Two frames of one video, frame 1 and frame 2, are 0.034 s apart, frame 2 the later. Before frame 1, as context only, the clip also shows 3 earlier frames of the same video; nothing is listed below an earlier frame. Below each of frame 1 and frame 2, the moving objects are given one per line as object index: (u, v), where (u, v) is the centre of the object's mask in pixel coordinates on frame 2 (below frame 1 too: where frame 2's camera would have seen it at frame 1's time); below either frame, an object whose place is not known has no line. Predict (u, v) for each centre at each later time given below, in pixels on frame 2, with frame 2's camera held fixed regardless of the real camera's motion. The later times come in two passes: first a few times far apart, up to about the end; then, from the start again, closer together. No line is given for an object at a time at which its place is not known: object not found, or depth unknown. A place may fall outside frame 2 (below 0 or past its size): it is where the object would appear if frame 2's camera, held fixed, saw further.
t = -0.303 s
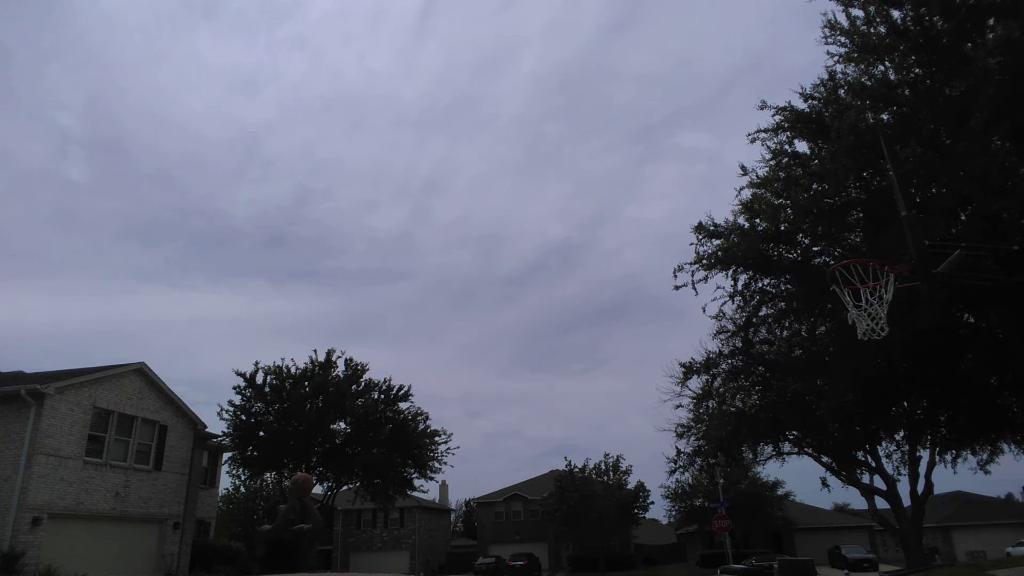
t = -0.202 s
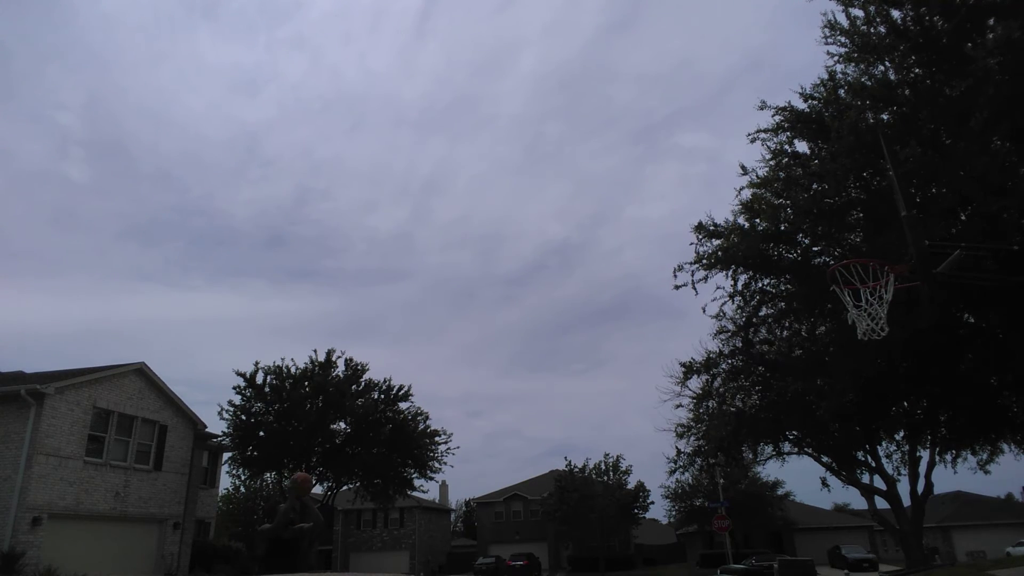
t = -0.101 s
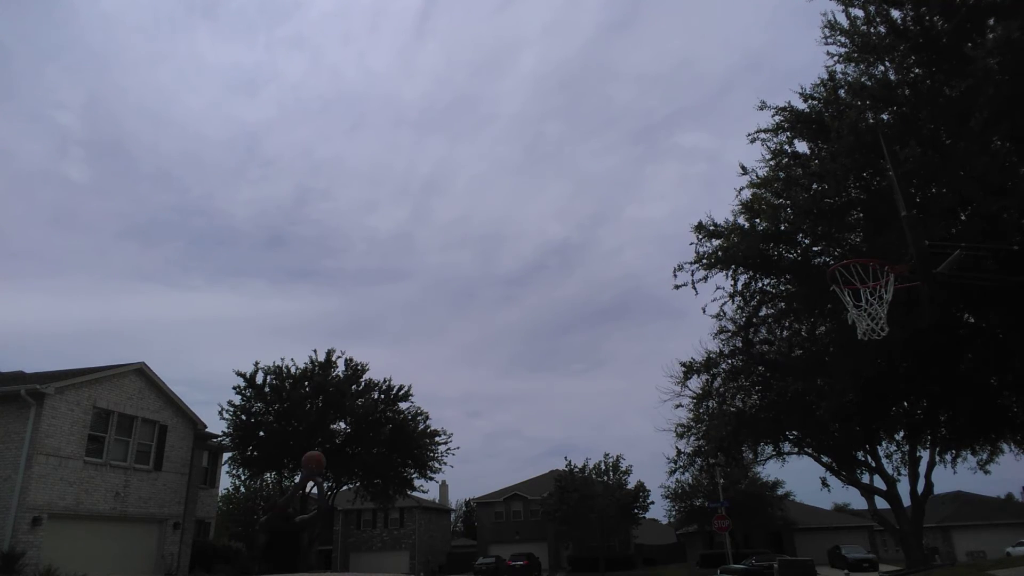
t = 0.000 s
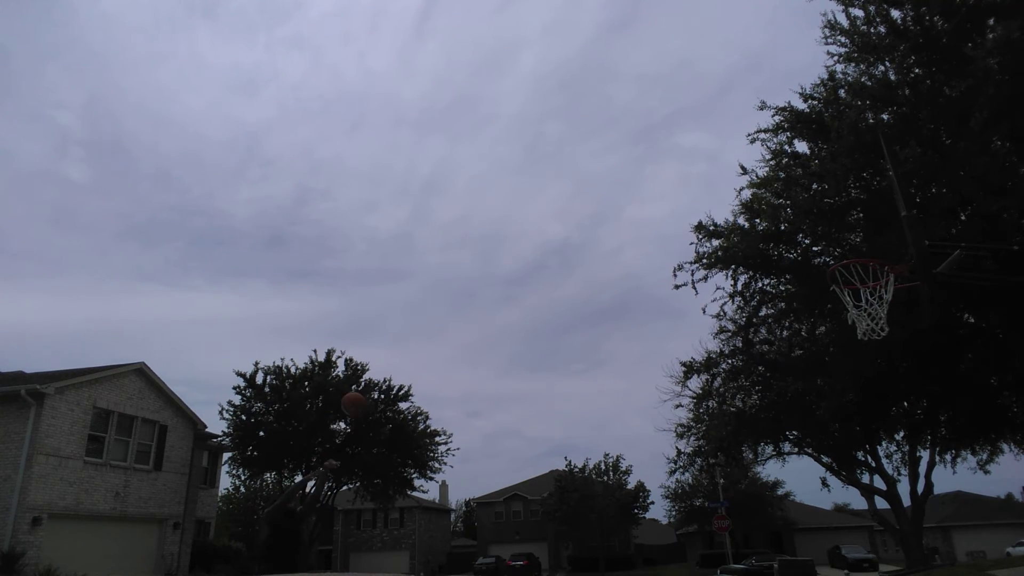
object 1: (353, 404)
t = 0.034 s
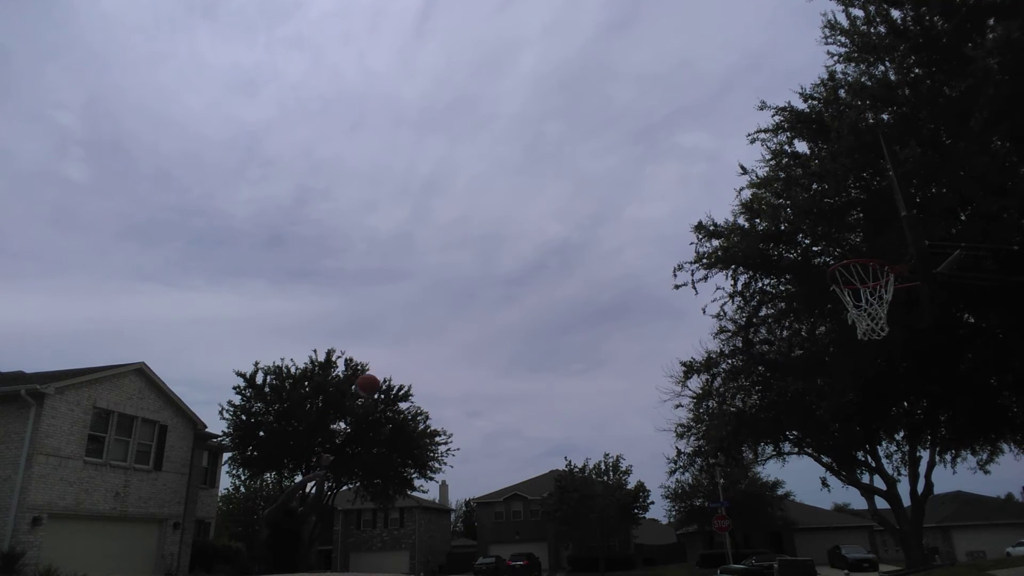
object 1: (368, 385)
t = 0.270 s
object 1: (471, 280)
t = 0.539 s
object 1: (612, 212)
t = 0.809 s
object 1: (804, 212)
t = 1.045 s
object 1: (806, 245)
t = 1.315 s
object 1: (679, 301)
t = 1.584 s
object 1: (581, 438)
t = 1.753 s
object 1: (528, 565)
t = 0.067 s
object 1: (381, 368)
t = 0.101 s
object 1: (396, 352)
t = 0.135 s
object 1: (411, 336)
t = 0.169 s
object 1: (425, 321)
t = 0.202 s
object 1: (440, 306)
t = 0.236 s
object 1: (456, 293)
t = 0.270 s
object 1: (471, 280)
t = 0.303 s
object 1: (487, 269)
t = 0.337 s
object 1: (503, 258)
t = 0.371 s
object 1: (520, 248)
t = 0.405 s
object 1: (537, 239)
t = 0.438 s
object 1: (554, 231)
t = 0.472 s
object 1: (573, 224)
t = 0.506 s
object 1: (592, 218)
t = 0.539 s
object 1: (612, 212)
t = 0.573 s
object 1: (632, 208)
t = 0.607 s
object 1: (653, 205)
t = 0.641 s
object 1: (675, 202)
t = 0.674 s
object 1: (699, 201)
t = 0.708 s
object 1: (723, 201)
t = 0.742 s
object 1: (749, 203)
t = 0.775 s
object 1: (776, 206)
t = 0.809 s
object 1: (804, 212)
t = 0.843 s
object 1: (836, 218)
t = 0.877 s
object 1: (870, 225)
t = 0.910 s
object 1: (887, 242)
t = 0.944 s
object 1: (866, 246)
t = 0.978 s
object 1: (844, 244)
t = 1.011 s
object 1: (824, 244)
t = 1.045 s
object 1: (806, 245)
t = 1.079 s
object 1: (787, 248)
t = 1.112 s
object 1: (769, 251)
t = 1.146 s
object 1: (752, 257)
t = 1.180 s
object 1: (737, 263)
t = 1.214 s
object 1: (722, 271)
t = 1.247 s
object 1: (707, 280)
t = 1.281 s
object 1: (693, 290)
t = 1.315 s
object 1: (679, 301)
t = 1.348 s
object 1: (666, 314)
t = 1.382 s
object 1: (653, 328)
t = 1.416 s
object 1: (640, 343)
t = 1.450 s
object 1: (628, 359)
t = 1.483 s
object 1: (616, 377)
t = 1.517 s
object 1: (605, 395)
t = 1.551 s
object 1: (593, 416)
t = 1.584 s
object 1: (581, 438)
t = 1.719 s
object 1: (539, 538)
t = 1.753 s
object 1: (528, 565)
